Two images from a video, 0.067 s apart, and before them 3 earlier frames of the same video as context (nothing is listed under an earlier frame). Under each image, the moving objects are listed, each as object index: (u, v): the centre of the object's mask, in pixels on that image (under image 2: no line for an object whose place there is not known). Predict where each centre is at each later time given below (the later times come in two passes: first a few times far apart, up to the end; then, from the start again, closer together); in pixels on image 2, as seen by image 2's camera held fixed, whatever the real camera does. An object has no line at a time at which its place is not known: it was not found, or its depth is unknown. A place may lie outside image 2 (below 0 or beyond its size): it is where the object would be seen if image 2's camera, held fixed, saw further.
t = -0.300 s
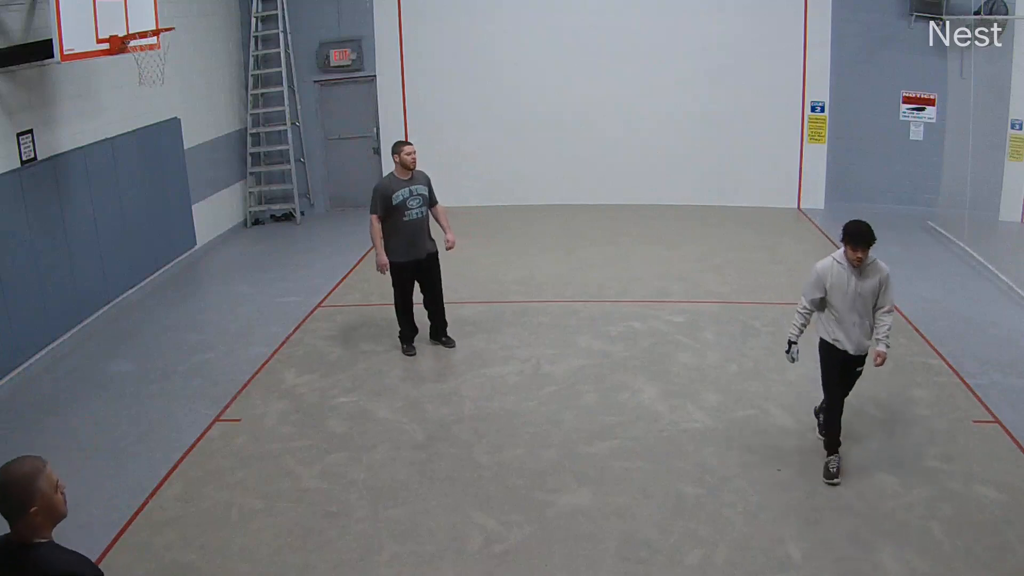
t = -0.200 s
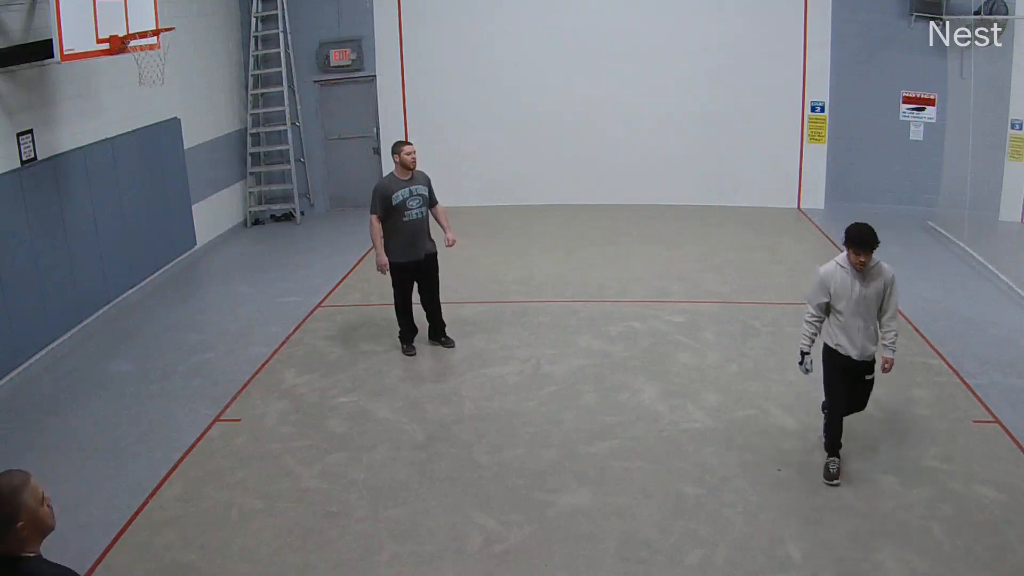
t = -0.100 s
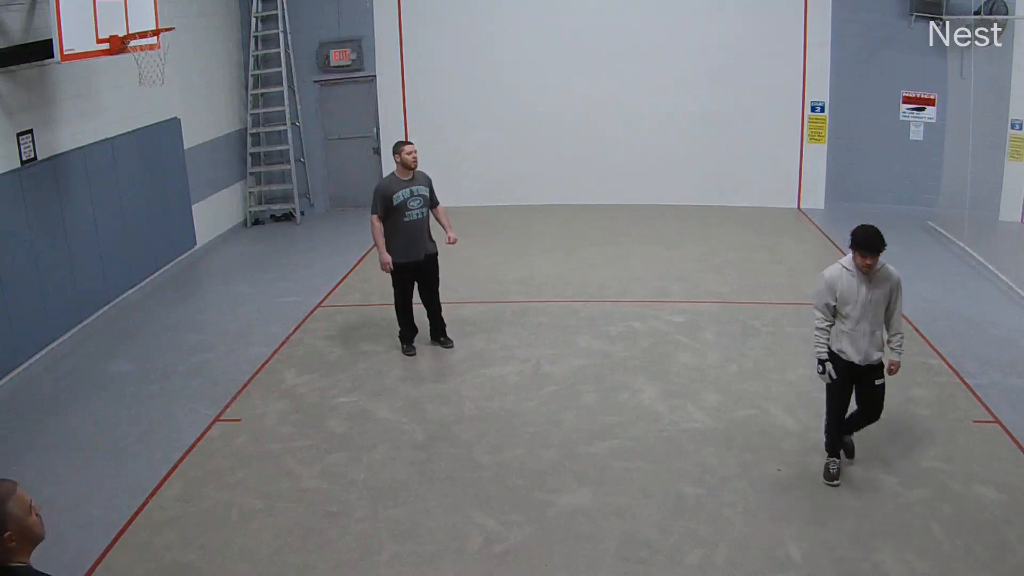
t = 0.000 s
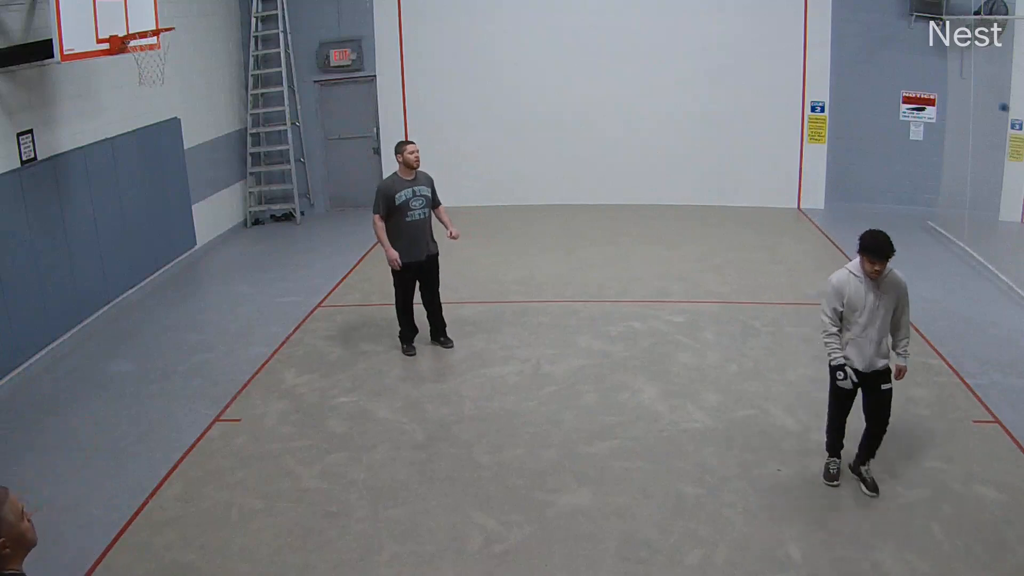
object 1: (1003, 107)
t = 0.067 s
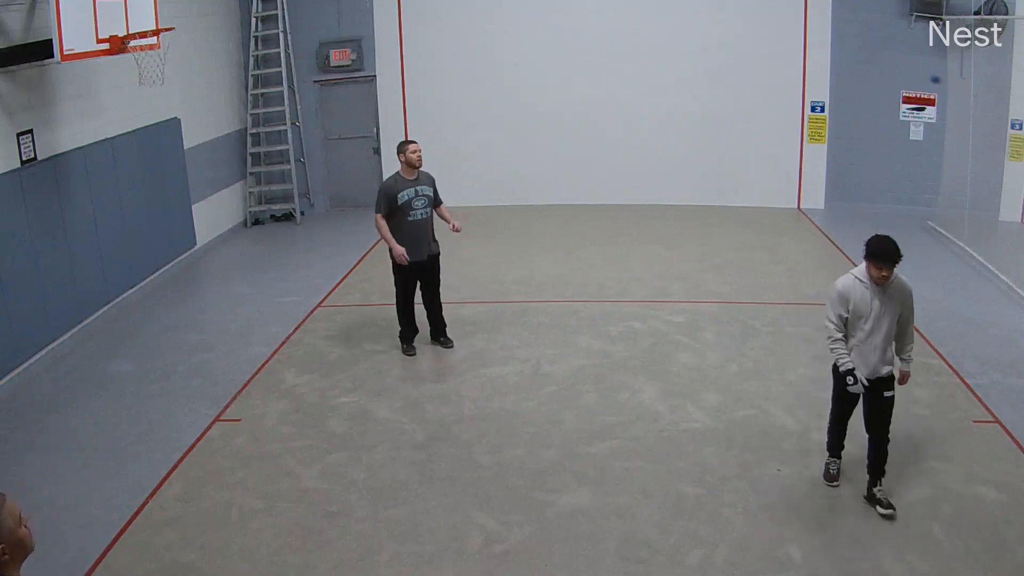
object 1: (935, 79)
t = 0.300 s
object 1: (716, 53)
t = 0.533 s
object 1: (547, 107)
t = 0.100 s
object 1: (901, 69)
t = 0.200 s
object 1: (805, 52)
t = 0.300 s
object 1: (716, 53)
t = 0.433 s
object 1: (613, 76)
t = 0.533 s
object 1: (547, 107)
